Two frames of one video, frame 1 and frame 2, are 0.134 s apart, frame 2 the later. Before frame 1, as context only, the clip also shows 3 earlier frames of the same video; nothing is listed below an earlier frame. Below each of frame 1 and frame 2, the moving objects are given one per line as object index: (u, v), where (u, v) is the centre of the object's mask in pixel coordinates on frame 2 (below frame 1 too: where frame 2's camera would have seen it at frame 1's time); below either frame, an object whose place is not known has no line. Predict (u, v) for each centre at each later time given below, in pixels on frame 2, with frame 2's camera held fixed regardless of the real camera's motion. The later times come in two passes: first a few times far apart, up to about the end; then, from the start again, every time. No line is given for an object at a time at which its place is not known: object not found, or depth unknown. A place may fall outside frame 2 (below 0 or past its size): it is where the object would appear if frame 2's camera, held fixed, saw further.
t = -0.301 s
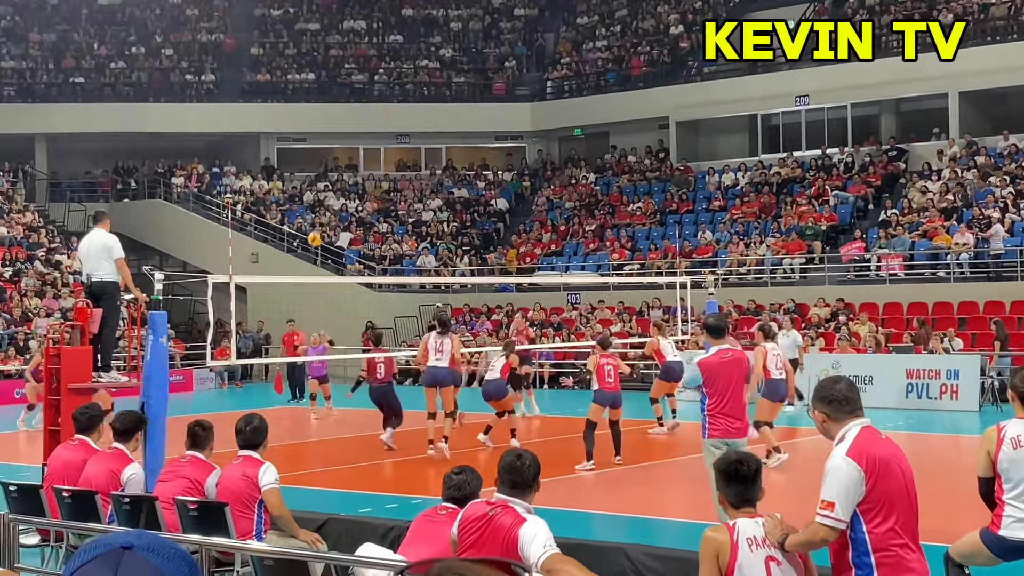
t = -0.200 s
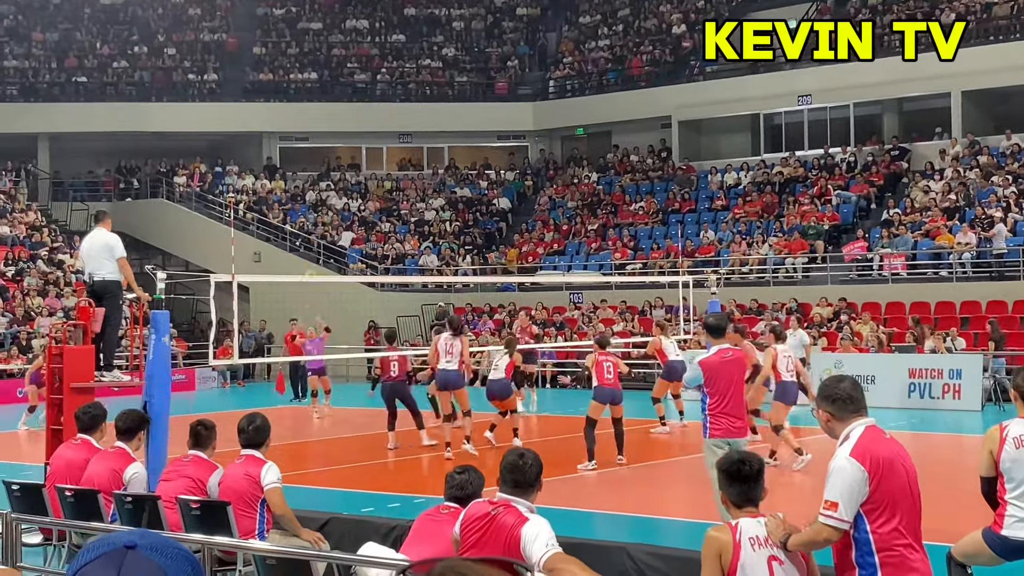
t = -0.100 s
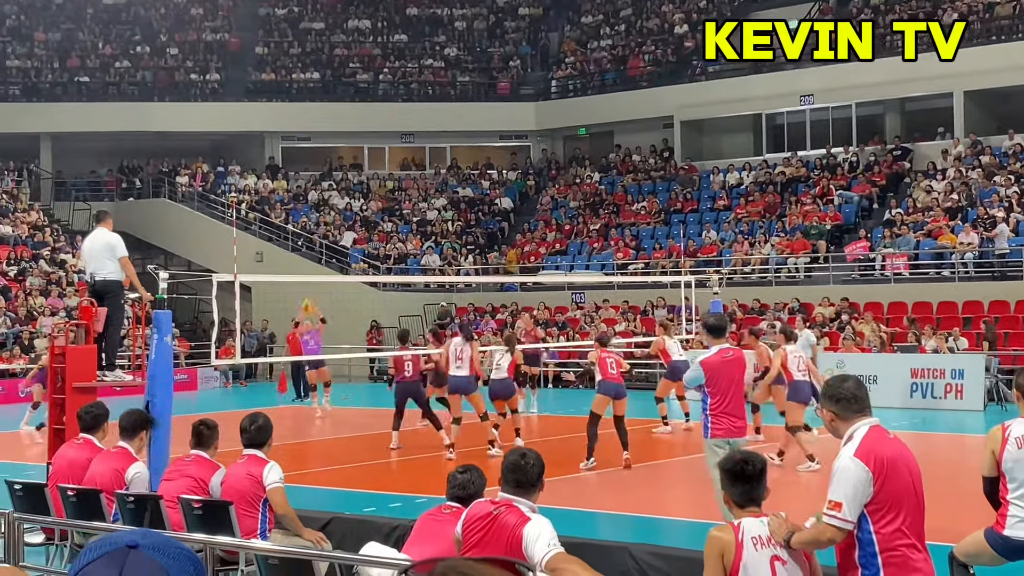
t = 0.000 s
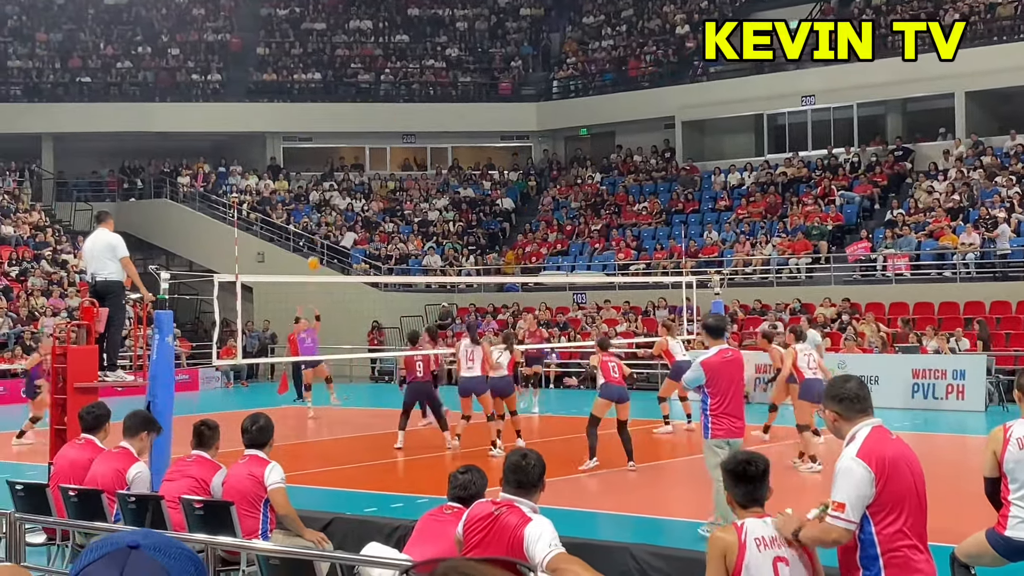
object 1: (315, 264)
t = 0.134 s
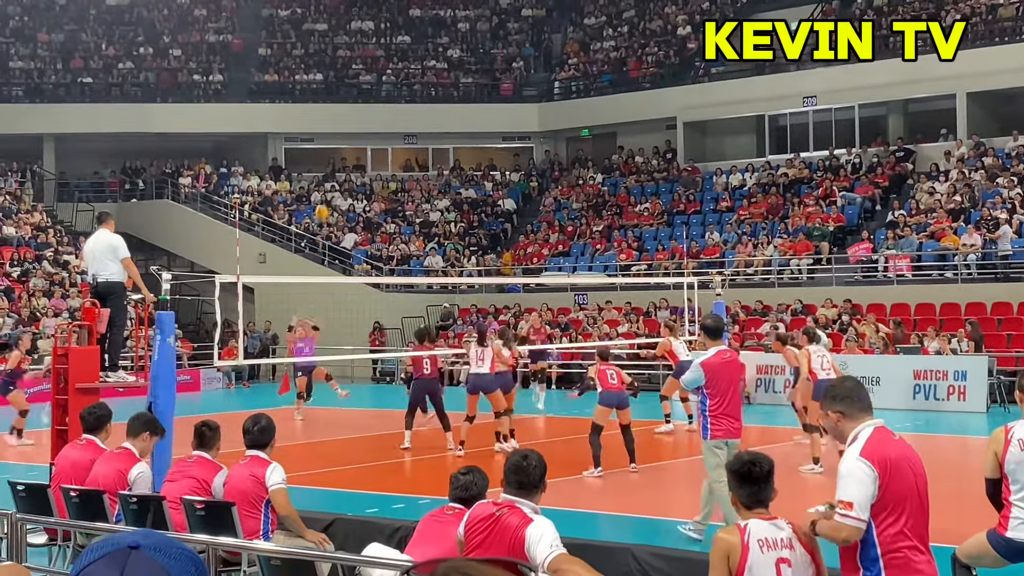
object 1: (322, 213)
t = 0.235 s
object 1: (327, 179)
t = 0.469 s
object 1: (342, 124)
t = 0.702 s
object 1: (358, 102)
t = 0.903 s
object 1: (374, 110)
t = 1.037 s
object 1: (385, 133)
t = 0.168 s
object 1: (323, 201)
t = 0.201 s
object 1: (325, 190)
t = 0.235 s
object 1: (327, 179)
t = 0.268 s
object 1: (329, 170)
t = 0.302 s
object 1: (331, 160)
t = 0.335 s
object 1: (333, 152)
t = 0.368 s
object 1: (335, 144)
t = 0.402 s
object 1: (338, 137)
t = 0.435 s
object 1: (340, 130)
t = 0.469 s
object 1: (342, 124)
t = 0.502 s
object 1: (344, 118)
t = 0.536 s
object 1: (347, 114)
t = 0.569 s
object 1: (349, 110)
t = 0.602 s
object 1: (351, 107)
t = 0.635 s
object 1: (353, 104)
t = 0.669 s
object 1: (356, 103)
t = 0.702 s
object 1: (358, 102)
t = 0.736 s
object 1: (360, 101)
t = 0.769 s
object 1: (363, 102)
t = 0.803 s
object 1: (366, 103)
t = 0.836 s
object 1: (368, 105)
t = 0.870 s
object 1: (371, 107)
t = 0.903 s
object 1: (374, 110)
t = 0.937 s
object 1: (377, 115)
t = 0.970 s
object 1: (380, 120)
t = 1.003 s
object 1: (382, 126)
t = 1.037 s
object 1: (385, 133)
